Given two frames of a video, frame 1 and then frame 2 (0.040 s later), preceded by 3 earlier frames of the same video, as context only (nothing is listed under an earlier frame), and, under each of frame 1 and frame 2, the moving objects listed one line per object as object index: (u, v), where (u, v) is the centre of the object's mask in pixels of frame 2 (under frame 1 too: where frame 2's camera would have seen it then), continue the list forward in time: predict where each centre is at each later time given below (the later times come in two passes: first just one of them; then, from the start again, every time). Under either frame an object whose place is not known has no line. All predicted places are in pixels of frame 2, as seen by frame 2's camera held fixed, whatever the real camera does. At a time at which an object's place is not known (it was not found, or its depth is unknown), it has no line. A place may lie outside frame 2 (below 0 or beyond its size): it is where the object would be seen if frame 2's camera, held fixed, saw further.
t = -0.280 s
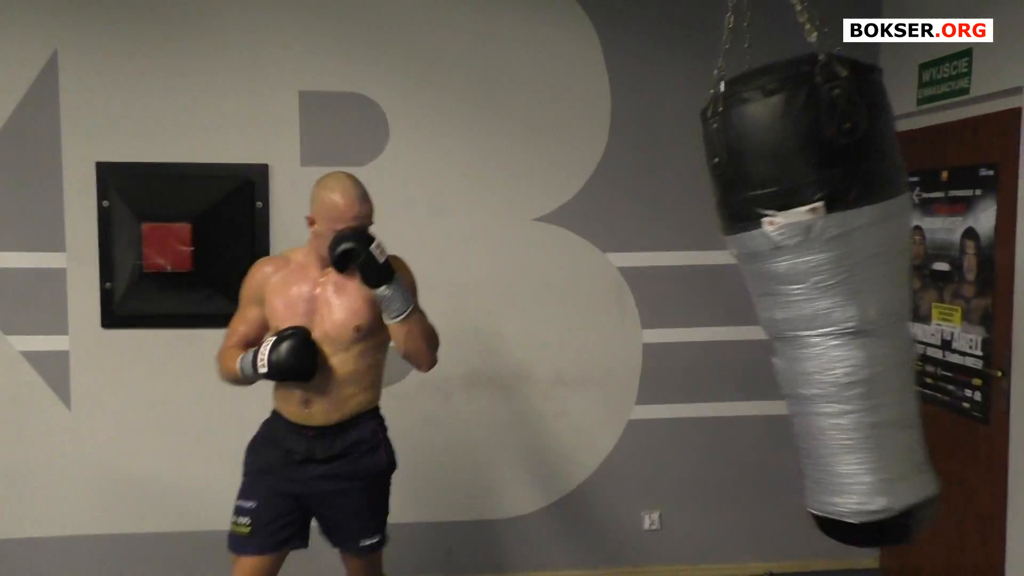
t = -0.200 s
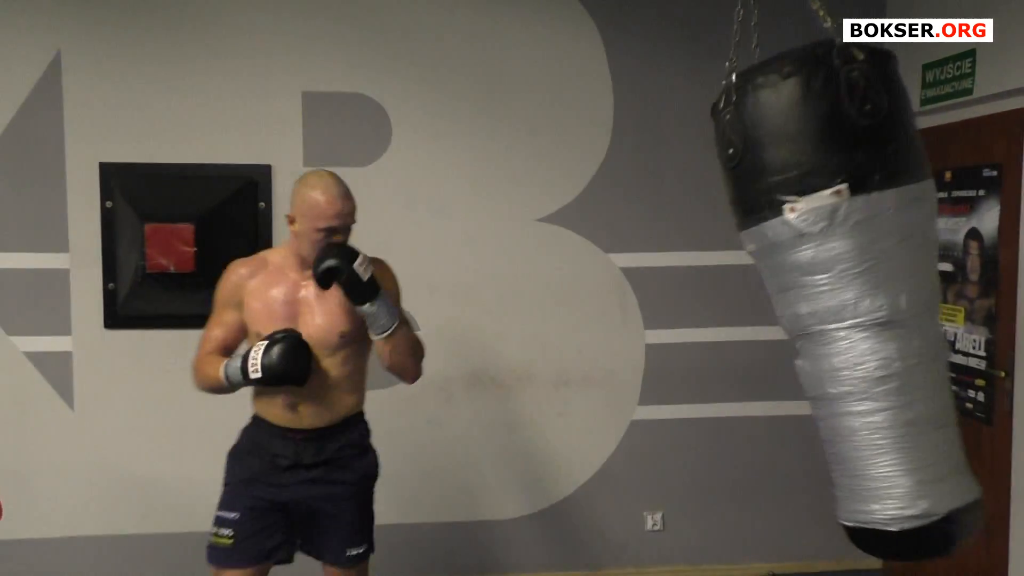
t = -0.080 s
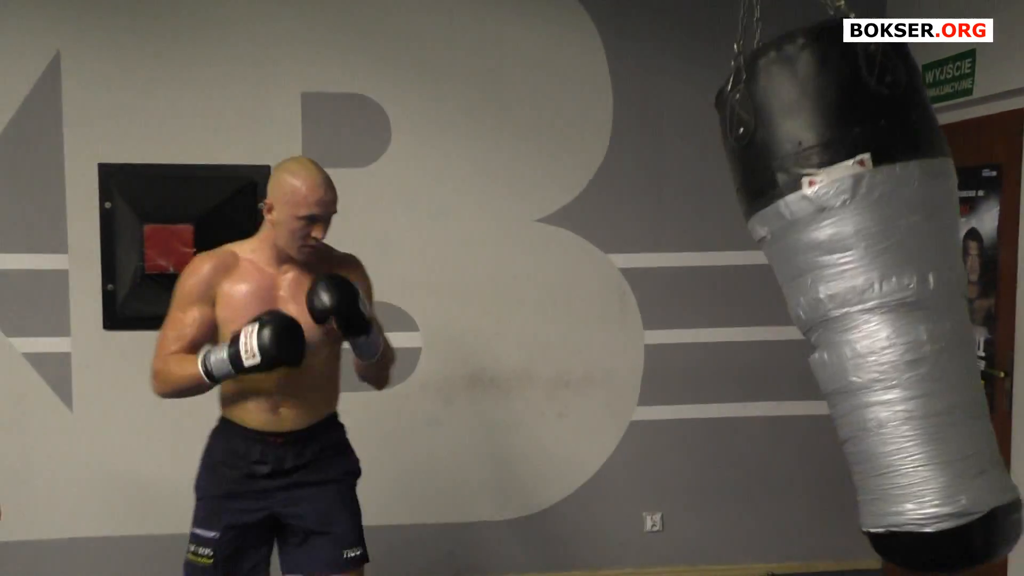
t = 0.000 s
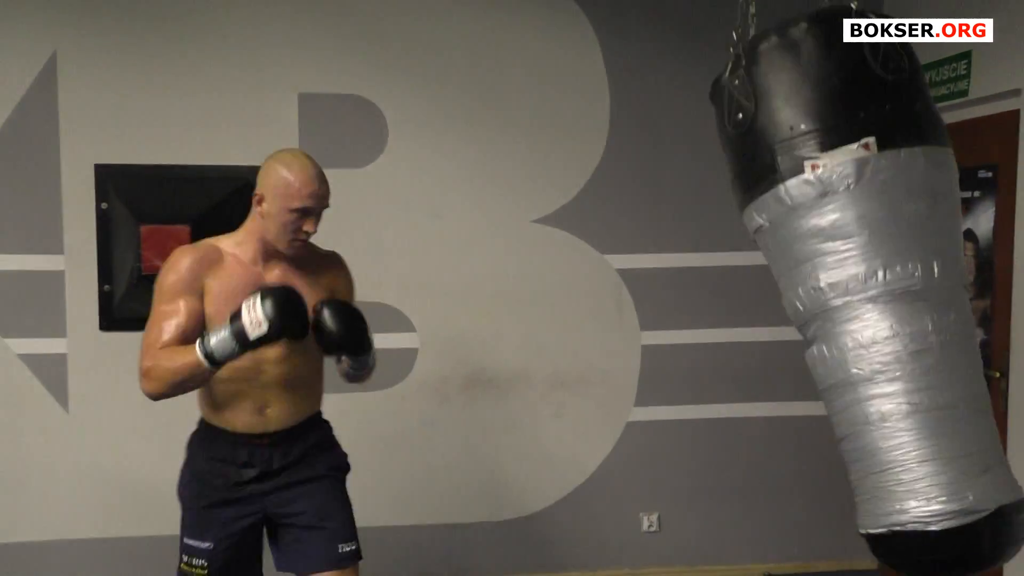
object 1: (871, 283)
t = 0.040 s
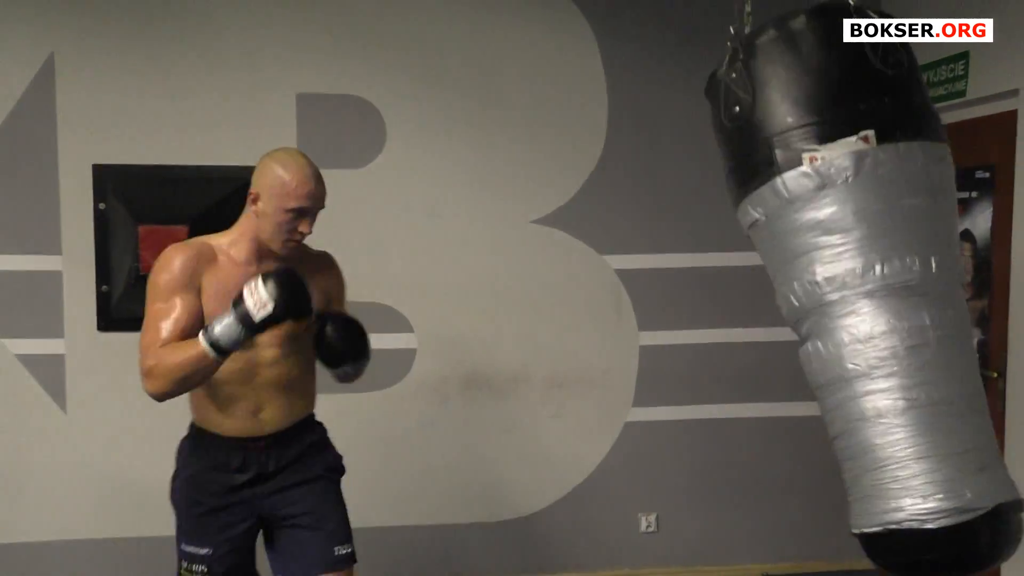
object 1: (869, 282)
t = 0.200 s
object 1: (839, 276)
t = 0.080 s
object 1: (865, 281)
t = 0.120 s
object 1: (858, 279)
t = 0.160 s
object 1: (850, 278)
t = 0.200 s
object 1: (839, 276)
